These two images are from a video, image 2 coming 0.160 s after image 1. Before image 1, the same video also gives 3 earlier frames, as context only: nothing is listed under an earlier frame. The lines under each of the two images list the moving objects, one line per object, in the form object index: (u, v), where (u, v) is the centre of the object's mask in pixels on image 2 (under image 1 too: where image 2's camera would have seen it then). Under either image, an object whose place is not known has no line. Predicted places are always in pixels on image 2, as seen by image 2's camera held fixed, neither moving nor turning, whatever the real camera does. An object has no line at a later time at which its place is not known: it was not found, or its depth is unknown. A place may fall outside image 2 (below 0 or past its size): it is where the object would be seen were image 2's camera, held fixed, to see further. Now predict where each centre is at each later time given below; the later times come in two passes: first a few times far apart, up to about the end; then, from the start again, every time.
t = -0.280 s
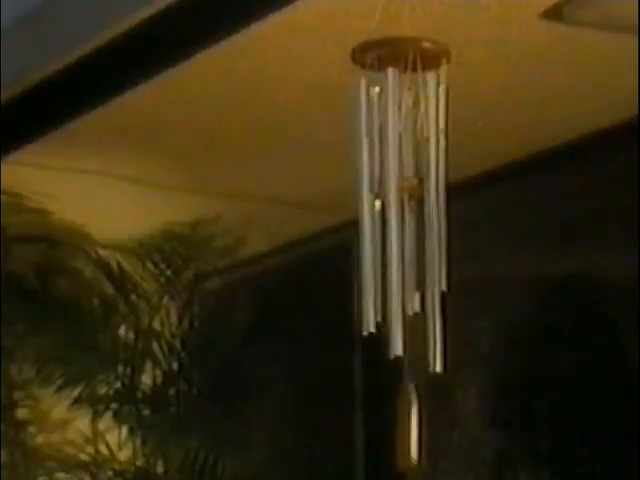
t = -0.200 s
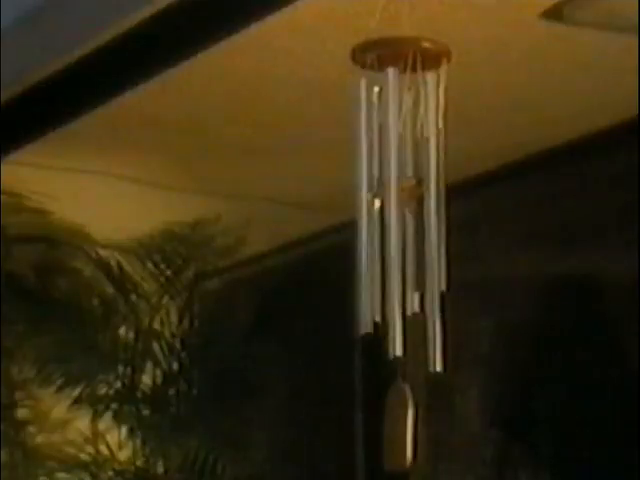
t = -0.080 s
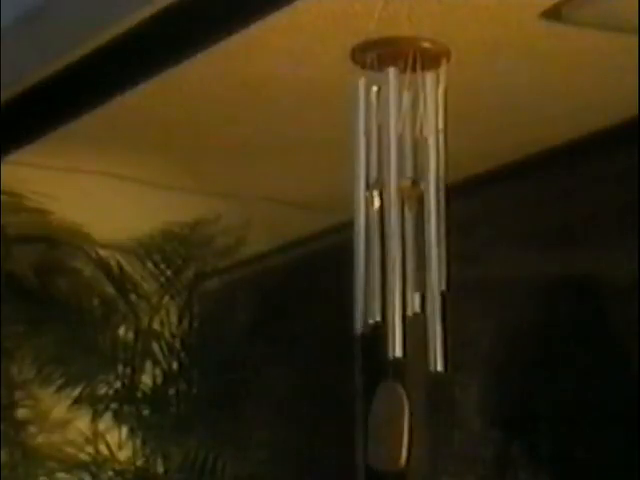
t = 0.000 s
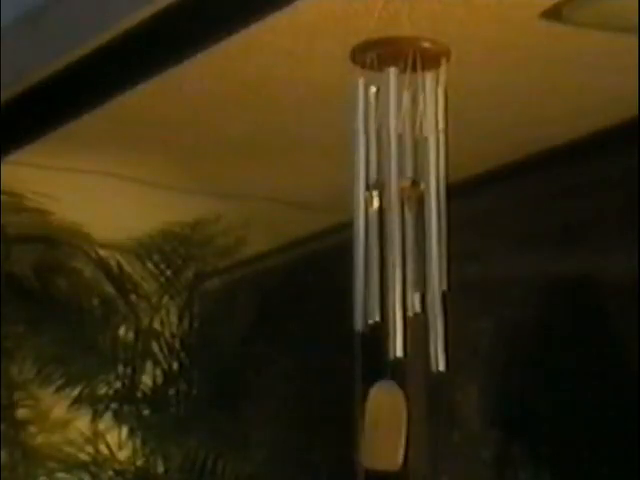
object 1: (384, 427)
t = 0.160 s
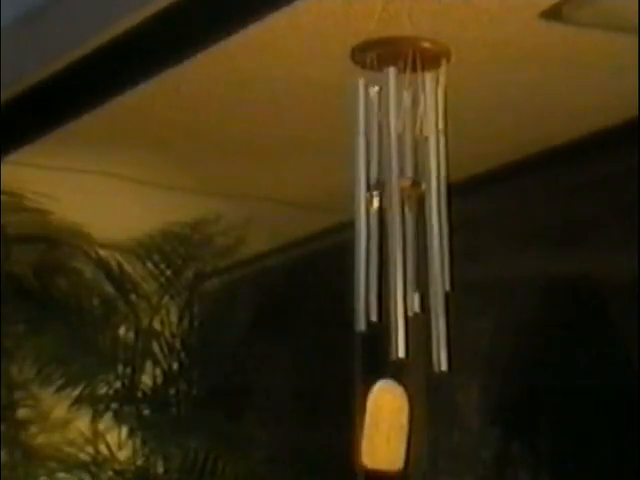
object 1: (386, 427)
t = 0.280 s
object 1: (395, 426)
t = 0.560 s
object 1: (426, 425)
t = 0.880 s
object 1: (437, 425)
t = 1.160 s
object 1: (418, 423)
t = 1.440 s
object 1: (392, 422)
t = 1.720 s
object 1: (393, 426)
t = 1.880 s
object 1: (406, 425)
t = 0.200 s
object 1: (388, 426)
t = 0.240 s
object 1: (391, 426)
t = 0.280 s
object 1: (395, 426)
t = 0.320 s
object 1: (399, 426)
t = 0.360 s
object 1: (402, 426)
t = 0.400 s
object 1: (407, 426)
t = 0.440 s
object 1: (412, 426)
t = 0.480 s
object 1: (417, 426)
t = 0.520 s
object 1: (421, 426)
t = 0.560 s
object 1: (426, 425)
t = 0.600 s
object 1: (429, 425)
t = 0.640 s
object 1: (432, 425)
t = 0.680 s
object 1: (434, 424)
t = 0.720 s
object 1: (436, 425)
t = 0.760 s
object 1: (437, 425)
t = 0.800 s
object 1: (437, 424)
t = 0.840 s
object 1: (438, 424)
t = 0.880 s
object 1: (437, 425)
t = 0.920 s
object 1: (436, 425)
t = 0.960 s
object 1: (434, 423)
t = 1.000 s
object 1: (432, 423)
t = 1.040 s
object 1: (429, 423)
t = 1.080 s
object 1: (426, 424)
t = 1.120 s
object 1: (422, 423)
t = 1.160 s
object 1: (418, 423)
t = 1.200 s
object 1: (414, 423)
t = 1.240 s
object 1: (411, 424)
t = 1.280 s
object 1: (406, 423)
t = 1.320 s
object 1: (402, 424)
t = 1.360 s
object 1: (398, 422)
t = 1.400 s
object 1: (394, 421)
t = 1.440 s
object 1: (392, 422)
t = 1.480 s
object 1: (389, 425)
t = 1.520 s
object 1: (388, 424)
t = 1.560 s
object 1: (387, 423)
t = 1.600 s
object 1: (387, 424)
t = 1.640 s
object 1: (388, 424)
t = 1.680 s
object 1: (390, 425)
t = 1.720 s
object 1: (393, 426)
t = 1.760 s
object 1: (396, 425)
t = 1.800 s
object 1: (399, 425)
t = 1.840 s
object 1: (403, 425)
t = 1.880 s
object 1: (406, 425)
